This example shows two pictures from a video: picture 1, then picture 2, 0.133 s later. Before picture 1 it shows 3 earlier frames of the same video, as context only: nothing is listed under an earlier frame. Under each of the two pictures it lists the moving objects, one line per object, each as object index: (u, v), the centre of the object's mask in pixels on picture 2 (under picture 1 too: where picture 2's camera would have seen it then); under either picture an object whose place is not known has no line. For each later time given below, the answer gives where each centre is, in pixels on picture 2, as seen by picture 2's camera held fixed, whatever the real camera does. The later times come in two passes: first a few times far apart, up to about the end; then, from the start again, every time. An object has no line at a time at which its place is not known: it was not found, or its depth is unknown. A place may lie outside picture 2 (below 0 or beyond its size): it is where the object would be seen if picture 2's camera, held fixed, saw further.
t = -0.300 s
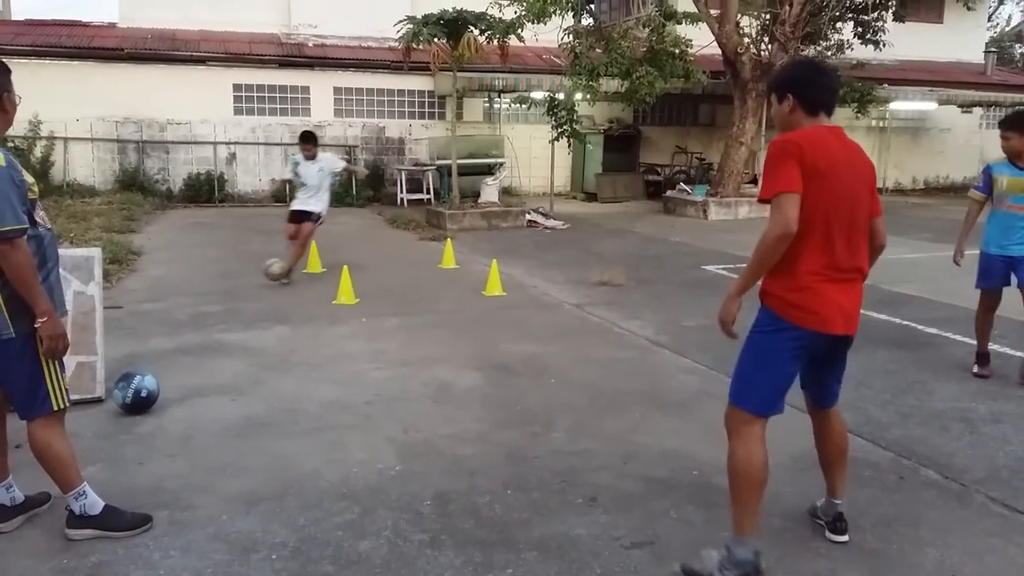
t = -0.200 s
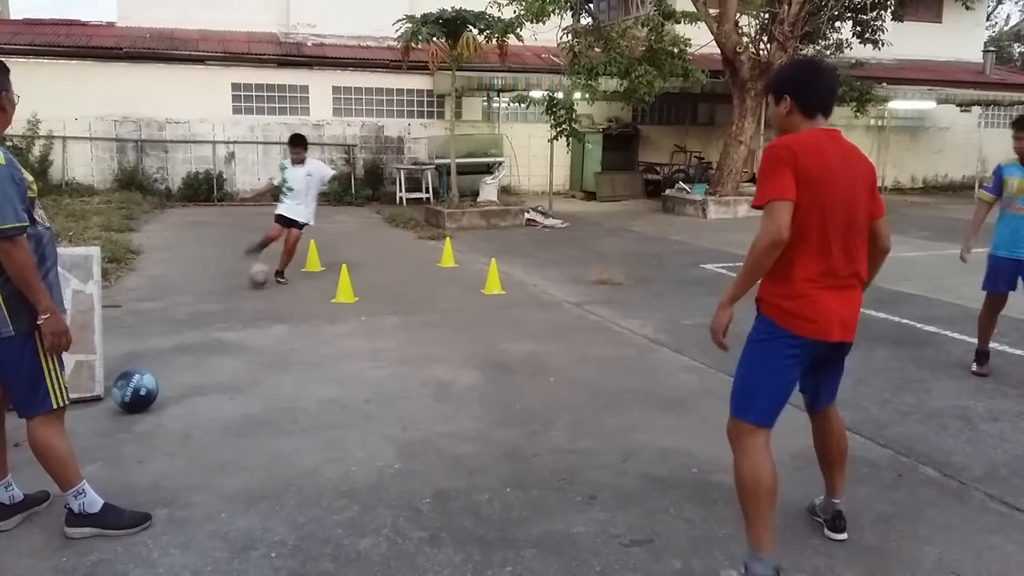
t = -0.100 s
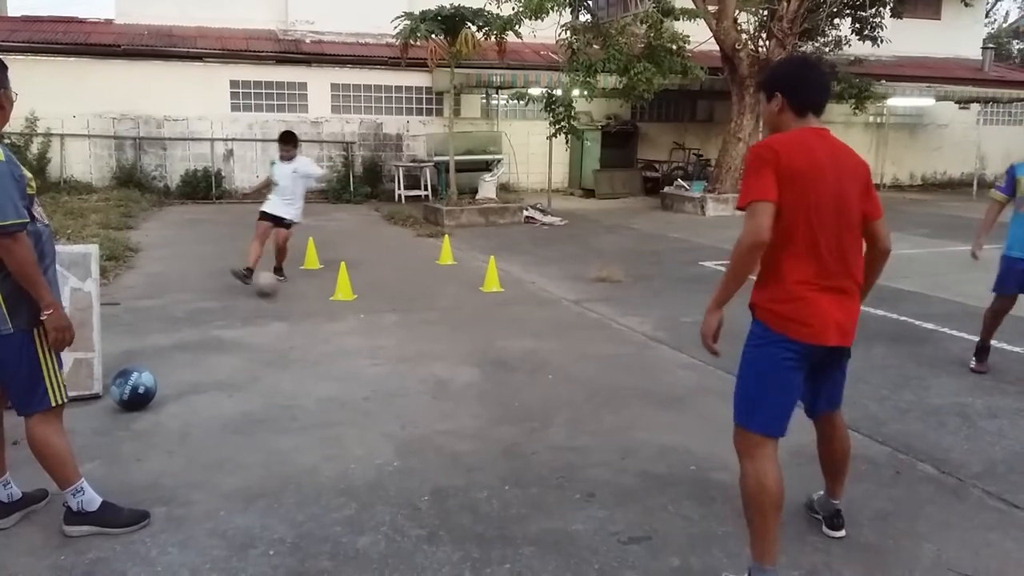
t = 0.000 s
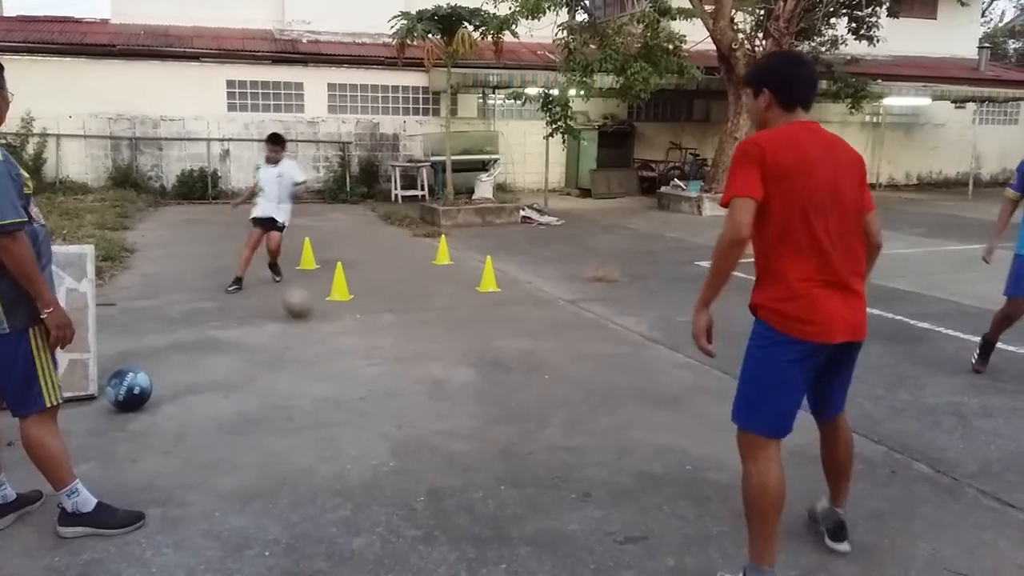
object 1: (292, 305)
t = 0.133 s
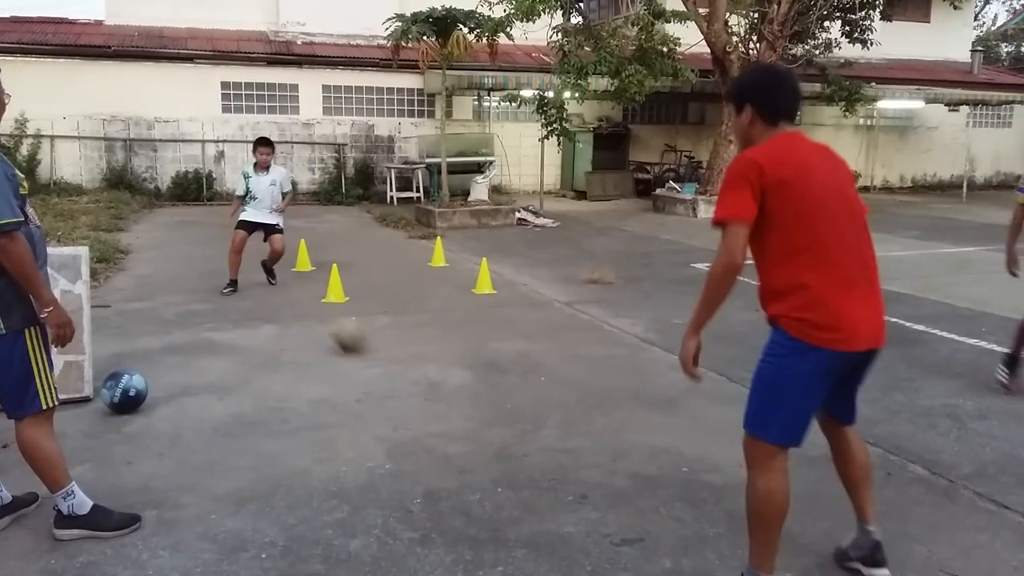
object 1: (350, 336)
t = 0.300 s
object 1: (429, 378)
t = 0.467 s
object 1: (531, 434)
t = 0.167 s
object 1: (363, 344)
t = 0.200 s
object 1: (379, 353)
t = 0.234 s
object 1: (396, 361)
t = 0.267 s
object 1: (413, 368)
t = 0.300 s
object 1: (429, 378)
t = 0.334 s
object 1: (449, 386)
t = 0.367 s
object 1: (464, 396)
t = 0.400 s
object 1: (487, 407)
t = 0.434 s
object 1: (508, 419)
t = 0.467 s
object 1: (531, 434)
